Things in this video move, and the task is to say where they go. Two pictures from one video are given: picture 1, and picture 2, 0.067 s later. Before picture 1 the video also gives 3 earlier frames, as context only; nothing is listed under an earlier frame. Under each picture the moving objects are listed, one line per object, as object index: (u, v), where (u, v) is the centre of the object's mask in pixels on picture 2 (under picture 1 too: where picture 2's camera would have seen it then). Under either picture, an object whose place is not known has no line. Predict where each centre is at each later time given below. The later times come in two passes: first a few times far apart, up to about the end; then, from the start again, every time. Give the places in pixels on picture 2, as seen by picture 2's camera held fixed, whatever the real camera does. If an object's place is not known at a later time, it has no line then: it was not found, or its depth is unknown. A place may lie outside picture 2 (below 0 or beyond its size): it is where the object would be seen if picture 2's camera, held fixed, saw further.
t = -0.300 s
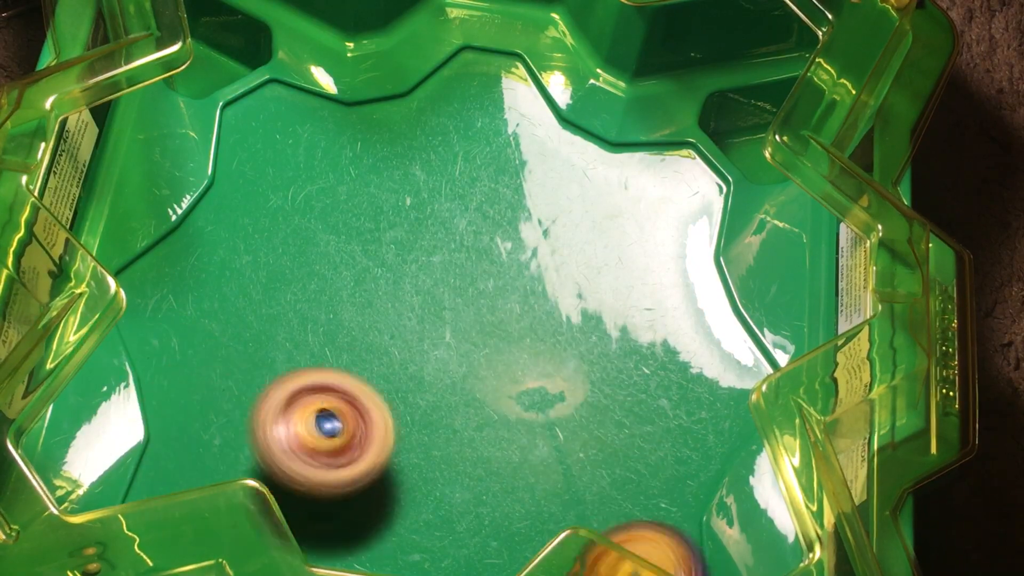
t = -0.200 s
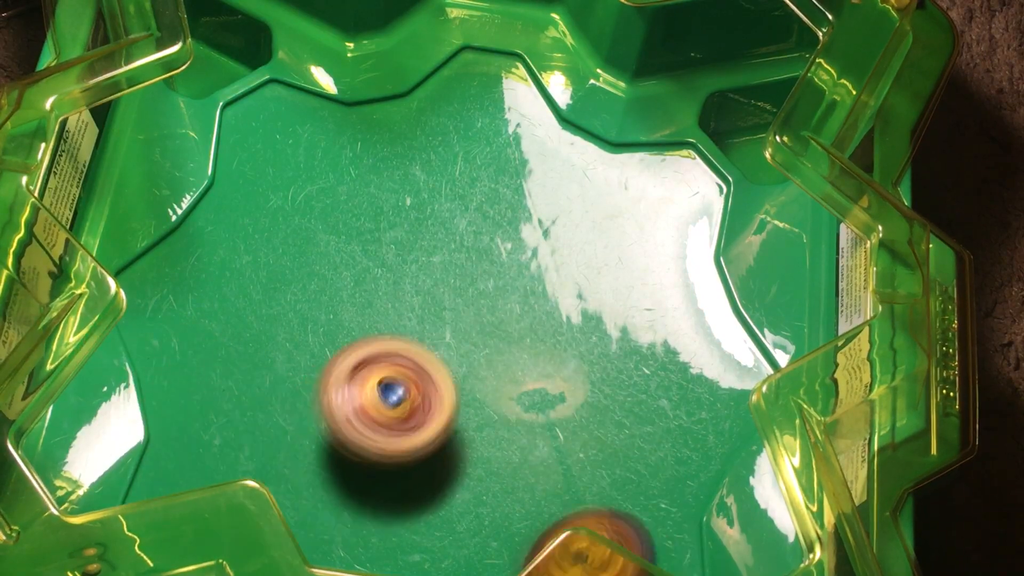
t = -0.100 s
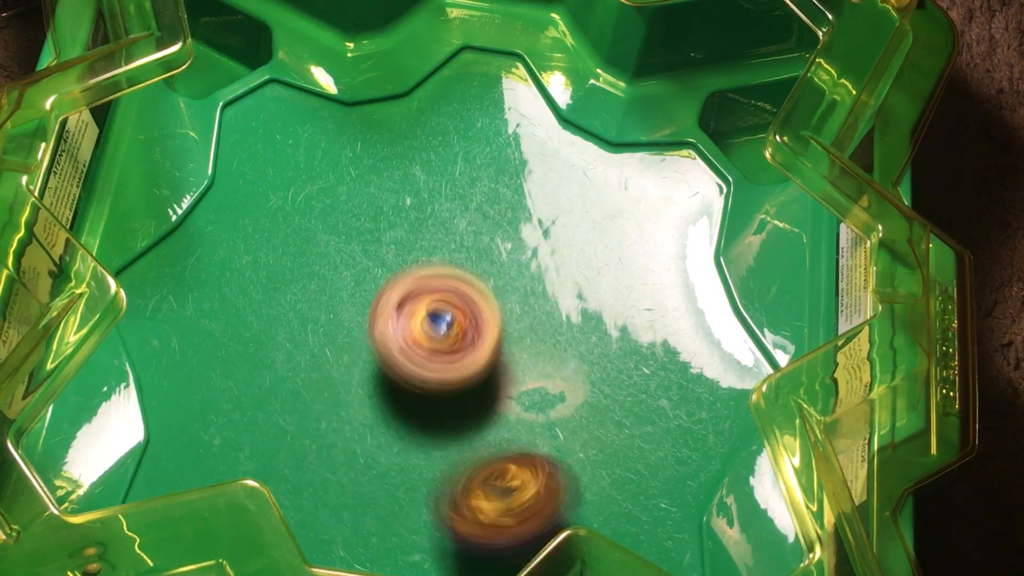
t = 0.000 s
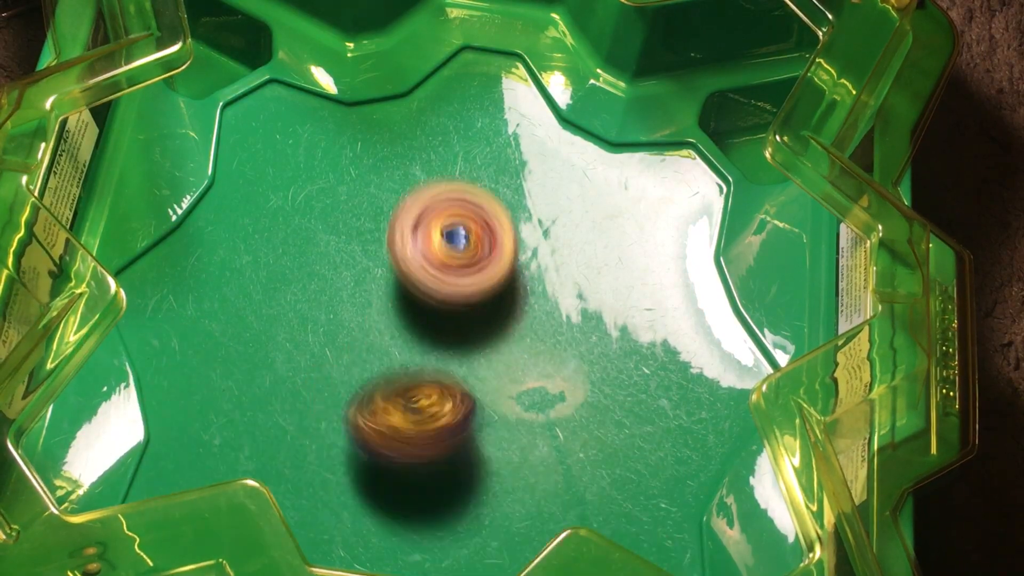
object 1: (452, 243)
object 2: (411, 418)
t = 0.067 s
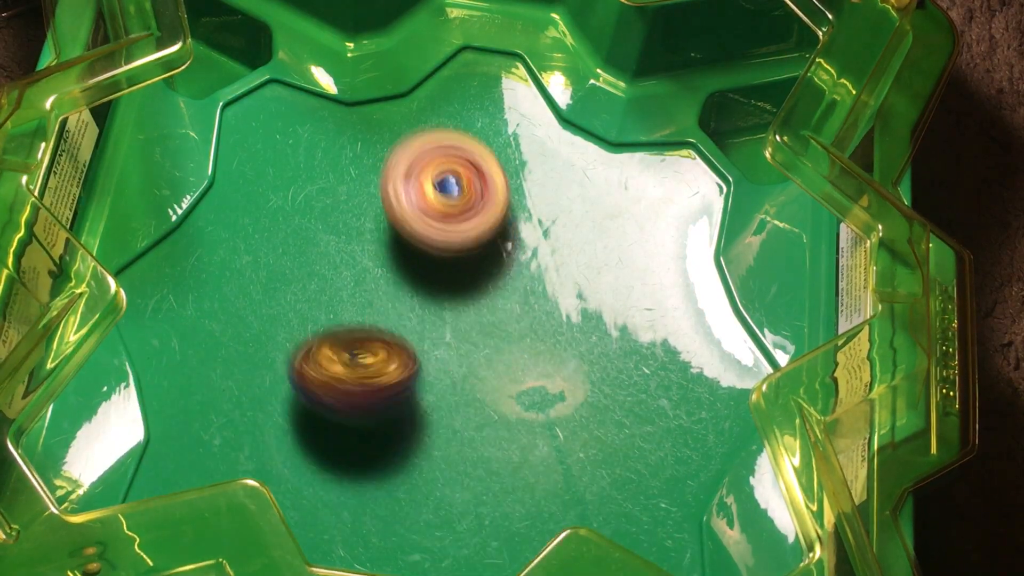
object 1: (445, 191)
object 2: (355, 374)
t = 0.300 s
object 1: (354, 121)
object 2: (184, 295)
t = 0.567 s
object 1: (356, 221)
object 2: (242, 284)
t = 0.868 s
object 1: (650, 322)
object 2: (327, 266)
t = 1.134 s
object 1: (670, 345)
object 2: (582, 267)
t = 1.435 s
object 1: (498, 469)
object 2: (621, 312)
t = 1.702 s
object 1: (334, 464)
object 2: (485, 464)
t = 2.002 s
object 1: (275, 354)
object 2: (324, 469)
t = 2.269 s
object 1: (372, 243)
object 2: (296, 332)
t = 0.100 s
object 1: (435, 168)
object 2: (325, 354)
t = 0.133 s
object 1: (424, 149)
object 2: (296, 335)
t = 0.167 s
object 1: (409, 133)
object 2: (269, 322)
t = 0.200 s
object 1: (395, 122)
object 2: (244, 313)
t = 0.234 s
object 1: (380, 117)
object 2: (221, 306)
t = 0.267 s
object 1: (367, 117)
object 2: (202, 300)
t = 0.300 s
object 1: (354, 121)
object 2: (184, 295)
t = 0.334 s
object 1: (345, 129)
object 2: (172, 290)
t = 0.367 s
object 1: (339, 139)
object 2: (166, 287)
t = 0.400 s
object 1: (337, 150)
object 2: (165, 285)
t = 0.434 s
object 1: (337, 162)
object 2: (170, 284)
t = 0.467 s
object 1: (339, 175)
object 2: (180, 284)
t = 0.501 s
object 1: (342, 189)
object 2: (199, 283)
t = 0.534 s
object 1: (344, 204)
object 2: (222, 282)
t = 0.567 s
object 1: (356, 221)
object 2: (242, 284)
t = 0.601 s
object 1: (396, 237)
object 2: (225, 285)
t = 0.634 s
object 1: (440, 253)
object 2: (210, 288)
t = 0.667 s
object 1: (482, 268)
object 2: (204, 288)
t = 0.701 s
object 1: (519, 283)
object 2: (204, 286)
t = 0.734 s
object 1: (556, 295)
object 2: (213, 288)
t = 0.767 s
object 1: (586, 304)
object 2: (235, 288)
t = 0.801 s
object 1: (611, 312)
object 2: (264, 283)
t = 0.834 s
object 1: (634, 317)
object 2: (297, 275)
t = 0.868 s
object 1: (650, 322)
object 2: (327, 266)
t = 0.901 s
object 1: (664, 324)
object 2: (357, 260)
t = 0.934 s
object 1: (675, 326)
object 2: (393, 262)
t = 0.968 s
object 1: (681, 327)
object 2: (433, 262)
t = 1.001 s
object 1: (686, 328)
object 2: (472, 260)
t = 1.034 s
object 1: (687, 330)
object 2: (503, 255)
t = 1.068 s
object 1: (684, 332)
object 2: (529, 256)
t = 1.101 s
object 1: (679, 335)
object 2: (557, 262)
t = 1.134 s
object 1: (670, 345)
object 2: (582, 267)
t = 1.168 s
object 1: (659, 365)
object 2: (603, 248)
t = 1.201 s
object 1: (646, 381)
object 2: (611, 242)
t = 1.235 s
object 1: (630, 398)
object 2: (621, 247)
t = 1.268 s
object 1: (610, 414)
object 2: (634, 250)
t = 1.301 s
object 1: (591, 427)
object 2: (637, 249)
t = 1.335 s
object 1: (569, 441)
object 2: (633, 263)
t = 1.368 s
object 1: (545, 452)
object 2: (634, 281)
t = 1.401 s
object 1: (521, 462)
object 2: (635, 294)
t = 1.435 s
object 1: (498, 469)
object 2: (621, 312)
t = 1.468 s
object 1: (474, 476)
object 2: (610, 338)
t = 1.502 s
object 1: (449, 479)
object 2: (603, 359)
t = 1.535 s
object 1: (426, 481)
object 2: (586, 376)
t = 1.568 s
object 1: (405, 481)
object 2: (566, 401)
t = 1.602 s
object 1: (383, 479)
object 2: (554, 422)
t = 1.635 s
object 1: (364, 476)
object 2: (533, 433)
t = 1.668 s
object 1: (346, 470)
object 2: (503, 450)
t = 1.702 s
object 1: (334, 464)
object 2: (485, 464)
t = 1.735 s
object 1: (322, 456)
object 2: (464, 469)
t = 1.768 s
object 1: (310, 447)
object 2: (436, 482)
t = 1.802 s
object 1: (297, 433)
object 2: (422, 492)
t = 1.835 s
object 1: (288, 420)
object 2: (402, 493)
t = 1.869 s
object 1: (281, 407)
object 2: (377, 497)
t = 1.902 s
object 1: (275, 393)
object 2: (367, 495)
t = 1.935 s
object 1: (272, 380)
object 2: (346, 488)
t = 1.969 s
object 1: (273, 366)
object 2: (330, 483)
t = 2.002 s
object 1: (275, 354)
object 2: (324, 469)
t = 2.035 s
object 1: (279, 341)
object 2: (307, 456)
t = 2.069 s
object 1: (288, 324)
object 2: (304, 446)
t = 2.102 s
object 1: (299, 306)
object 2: (297, 428)
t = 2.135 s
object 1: (313, 292)
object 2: (289, 412)
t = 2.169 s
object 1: (326, 278)
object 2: (292, 395)
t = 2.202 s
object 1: (341, 265)
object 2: (285, 374)
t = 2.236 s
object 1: (356, 255)
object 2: (295, 359)
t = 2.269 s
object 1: (372, 243)
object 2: (296, 332)
